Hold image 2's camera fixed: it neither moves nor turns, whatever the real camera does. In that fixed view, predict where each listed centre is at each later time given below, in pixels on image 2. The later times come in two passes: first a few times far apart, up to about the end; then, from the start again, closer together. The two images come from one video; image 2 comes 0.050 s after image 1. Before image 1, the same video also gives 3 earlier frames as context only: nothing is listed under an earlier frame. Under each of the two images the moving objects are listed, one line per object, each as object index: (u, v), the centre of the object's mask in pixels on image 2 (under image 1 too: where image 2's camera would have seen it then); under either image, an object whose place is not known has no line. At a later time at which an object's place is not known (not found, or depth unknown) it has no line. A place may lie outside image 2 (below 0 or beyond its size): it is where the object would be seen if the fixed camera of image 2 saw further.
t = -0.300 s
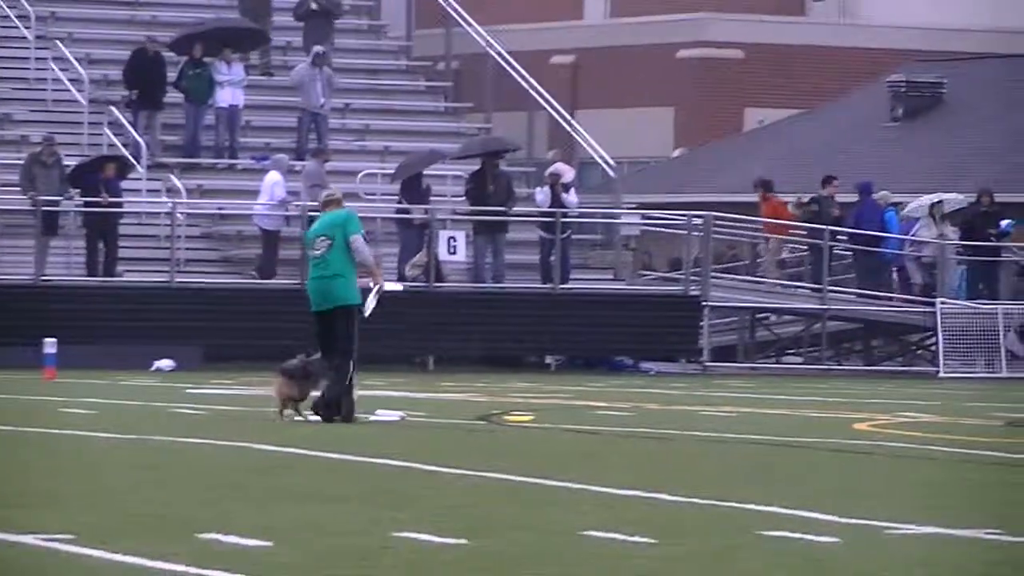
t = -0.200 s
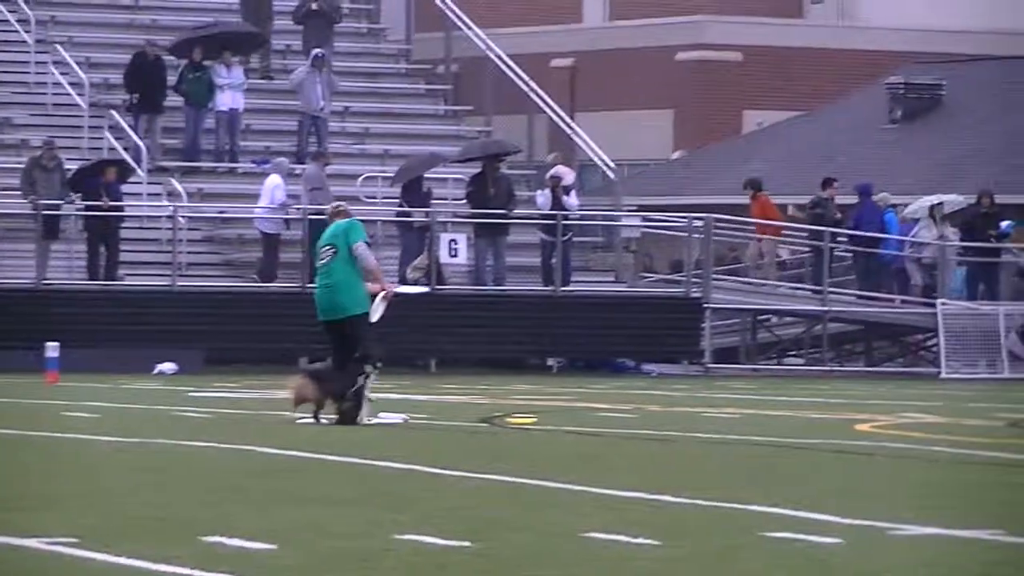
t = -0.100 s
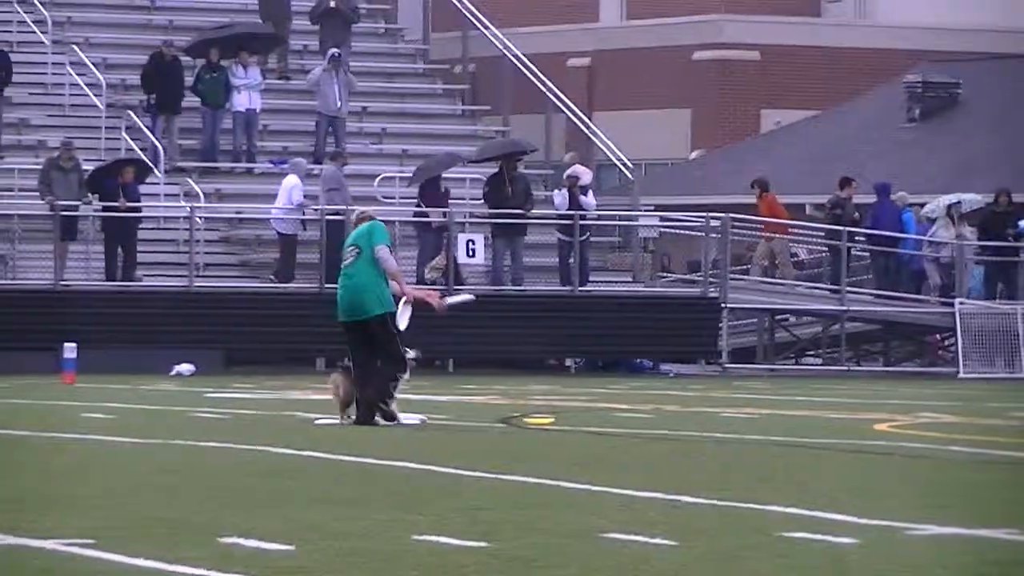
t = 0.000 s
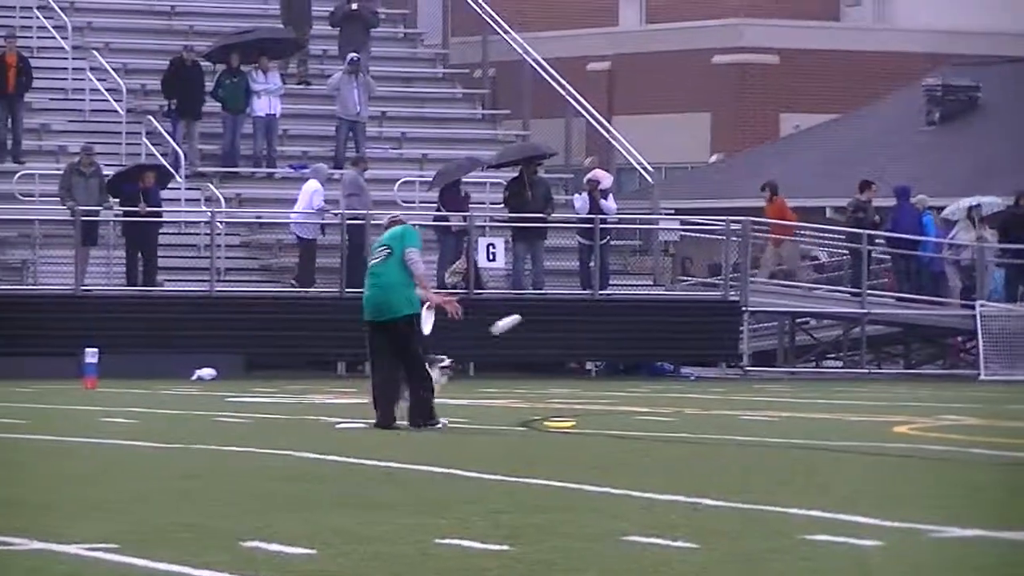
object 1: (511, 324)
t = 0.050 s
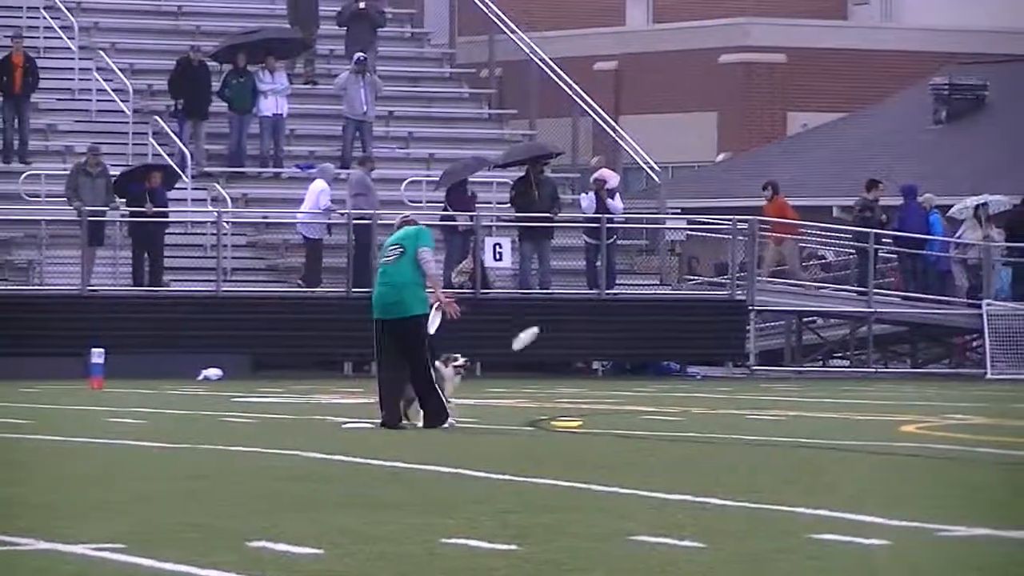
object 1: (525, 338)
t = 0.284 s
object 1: (574, 417)
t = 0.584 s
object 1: (630, 414)
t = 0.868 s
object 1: (656, 414)
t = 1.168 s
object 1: (673, 415)
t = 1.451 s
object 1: (698, 418)
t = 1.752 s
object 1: (698, 416)
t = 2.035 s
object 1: (704, 423)
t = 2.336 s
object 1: (705, 424)
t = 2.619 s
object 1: (703, 426)
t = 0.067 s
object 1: (529, 343)
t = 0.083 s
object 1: (533, 349)
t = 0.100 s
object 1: (537, 355)
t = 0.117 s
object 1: (541, 361)
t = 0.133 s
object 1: (545, 368)
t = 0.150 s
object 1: (548, 374)
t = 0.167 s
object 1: (552, 381)
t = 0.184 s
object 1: (555, 388)
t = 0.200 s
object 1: (558, 395)
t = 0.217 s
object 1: (562, 403)
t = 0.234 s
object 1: (564, 410)
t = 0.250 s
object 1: (569, 415)
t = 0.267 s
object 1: (572, 416)
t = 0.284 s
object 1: (574, 417)
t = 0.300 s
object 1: (577, 417)
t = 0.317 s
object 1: (582, 418)
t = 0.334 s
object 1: (585, 415)
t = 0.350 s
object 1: (587, 412)
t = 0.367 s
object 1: (591, 410)
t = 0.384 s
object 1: (594, 409)
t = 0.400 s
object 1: (597, 407)
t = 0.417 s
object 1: (600, 405)
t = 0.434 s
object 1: (603, 404)
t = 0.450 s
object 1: (606, 403)
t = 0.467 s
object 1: (609, 403)
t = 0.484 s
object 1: (612, 404)
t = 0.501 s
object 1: (614, 405)
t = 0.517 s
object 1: (618, 406)
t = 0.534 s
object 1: (621, 407)
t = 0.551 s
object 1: (624, 409)
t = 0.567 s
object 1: (627, 411)
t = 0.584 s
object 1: (630, 414)
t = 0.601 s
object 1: (633, 417)
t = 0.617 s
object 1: (635, 418)
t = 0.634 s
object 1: (638, 418)
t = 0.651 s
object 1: (640, 419)
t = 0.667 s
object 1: (642, 419)
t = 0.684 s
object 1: (644, 419)
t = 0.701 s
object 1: (646, 419)
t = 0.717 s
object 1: (648, 420)
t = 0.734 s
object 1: (648, 418)
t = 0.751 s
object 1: (649, 417)
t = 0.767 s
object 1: (650, 416)
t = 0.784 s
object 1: (652, 416)
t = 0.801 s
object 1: (653, 415)
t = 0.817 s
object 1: (654, 414)
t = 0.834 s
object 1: (654, 414)
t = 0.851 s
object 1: (655, 414)
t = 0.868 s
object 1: (656, 414)
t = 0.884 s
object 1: (656, 414)
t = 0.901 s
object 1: (657, 414)
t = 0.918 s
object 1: (658, 415)
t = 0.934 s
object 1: (658, 414)
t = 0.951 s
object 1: (659, 415)
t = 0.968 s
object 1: (660, 415)
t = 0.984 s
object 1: (661, 415)
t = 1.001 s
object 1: (661, 417)
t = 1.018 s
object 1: (662, 417)
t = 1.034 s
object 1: (663, 418)
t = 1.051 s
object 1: (663, 418)
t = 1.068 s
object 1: (664, 418)
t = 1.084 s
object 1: (666, 418)
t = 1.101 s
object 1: (668, 417)
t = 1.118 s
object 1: (669, 417)
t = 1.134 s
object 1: (670, 416)
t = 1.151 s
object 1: (671, 416)
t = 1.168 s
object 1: (673, 415)
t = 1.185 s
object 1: (674, 415)
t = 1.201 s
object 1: (675, 414)
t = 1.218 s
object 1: (677, 414)
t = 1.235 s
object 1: (678, 414)
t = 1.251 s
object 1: (679, 414)
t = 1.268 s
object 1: (682, 412)
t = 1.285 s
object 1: (683, 414)
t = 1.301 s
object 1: (684, 414)
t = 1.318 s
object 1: (686, 414)
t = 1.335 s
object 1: (687, 414)
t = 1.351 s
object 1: (689, 414)
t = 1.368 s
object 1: (690, 415)
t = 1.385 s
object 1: (692, 415)
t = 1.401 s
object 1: (693, 415)
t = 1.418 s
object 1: (695, 416)
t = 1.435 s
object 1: (696, 417)
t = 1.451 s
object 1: (698, 418)
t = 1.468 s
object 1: (699, 419)
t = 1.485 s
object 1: (699, 420)
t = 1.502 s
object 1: (700, 420)
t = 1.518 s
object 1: (700, 420)
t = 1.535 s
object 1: (700, 420)
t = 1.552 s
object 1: (702, 419)
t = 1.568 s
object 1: (702, 420)
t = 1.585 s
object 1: (702, 419)
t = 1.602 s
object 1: (701, 418)
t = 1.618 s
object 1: (701, 418)
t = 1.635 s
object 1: (701, 418)
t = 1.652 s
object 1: (700, 417)
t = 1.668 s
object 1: (699, 417)
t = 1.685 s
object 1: (699, 416)
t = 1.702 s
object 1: (699, 416)
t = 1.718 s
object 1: (699, 416)
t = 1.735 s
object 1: (697, 416)
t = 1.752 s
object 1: (698, 416)
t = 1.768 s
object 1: (698, 416)
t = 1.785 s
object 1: (698, 416)
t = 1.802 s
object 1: (699, 416)
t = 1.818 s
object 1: (699, 418)
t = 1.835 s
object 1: (700, 419)
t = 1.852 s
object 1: (699, 420)
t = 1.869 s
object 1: (699, 421)
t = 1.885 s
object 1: (699, 422)
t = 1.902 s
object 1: (700, 423)
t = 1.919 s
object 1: (702, 425)
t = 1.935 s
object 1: (702, 425)
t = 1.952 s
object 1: (701, 422)
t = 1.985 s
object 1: (702, 422)
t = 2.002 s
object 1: (703, 421)
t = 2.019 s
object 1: (703, 422)
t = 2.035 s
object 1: (704, 423)
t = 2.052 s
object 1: (703, 422)
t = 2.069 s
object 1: (704, 423)
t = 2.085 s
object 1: (704, 422)
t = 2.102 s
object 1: (704, 422)
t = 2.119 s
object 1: (705, 424)
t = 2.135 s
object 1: (705, 424)
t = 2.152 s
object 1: (705, 425)
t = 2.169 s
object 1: (704, 424)
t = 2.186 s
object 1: (705, 426)
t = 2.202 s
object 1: (705, 426)
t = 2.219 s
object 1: (705, 426)
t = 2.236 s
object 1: (704, 426)
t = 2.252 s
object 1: (704, 424)
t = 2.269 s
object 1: (705, 424)
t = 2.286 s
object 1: (705, 423)
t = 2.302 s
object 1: (706, 423)
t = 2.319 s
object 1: (705, 423)
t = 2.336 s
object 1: (705, 424)
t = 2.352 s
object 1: (705, 424)
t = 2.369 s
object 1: (706, 426)
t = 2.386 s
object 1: (705, 427)
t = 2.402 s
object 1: (704, 426)
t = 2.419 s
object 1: (704, 426)
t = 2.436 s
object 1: (704, 426)
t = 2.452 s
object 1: (704, 426)
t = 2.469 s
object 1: (704, 426)
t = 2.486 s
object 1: (704, 426)
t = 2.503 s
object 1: (704, 426)
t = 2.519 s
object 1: (704, 426)
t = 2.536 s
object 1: (704, 426)
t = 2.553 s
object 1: (704, 426)
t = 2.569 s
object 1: (704, 426)
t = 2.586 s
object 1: (704, 426)
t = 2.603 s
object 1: (703, 426)
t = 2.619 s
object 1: (703, 426)
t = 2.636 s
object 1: (703, 427)
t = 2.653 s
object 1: (703, 427)
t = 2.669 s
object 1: (703, 427)
